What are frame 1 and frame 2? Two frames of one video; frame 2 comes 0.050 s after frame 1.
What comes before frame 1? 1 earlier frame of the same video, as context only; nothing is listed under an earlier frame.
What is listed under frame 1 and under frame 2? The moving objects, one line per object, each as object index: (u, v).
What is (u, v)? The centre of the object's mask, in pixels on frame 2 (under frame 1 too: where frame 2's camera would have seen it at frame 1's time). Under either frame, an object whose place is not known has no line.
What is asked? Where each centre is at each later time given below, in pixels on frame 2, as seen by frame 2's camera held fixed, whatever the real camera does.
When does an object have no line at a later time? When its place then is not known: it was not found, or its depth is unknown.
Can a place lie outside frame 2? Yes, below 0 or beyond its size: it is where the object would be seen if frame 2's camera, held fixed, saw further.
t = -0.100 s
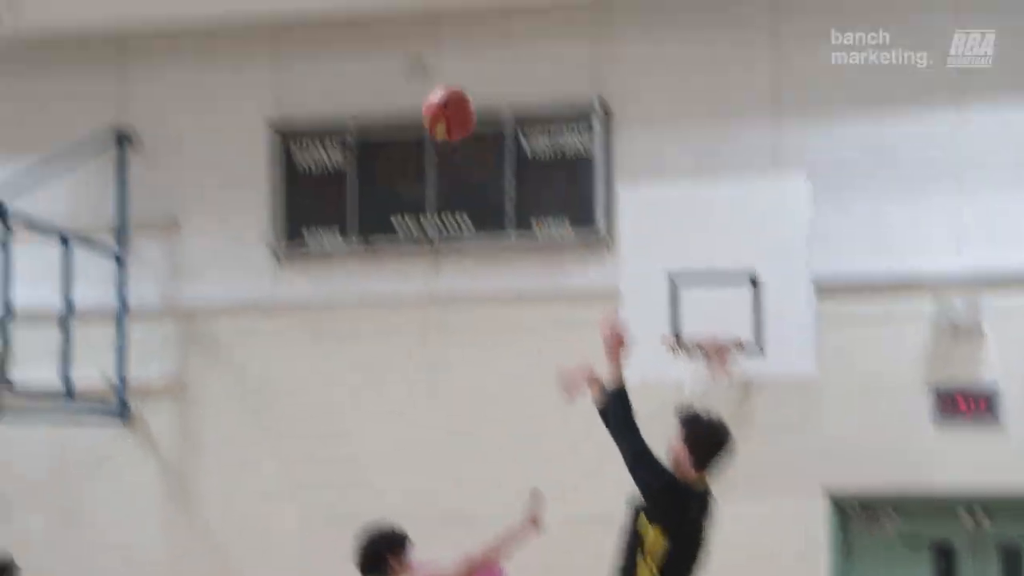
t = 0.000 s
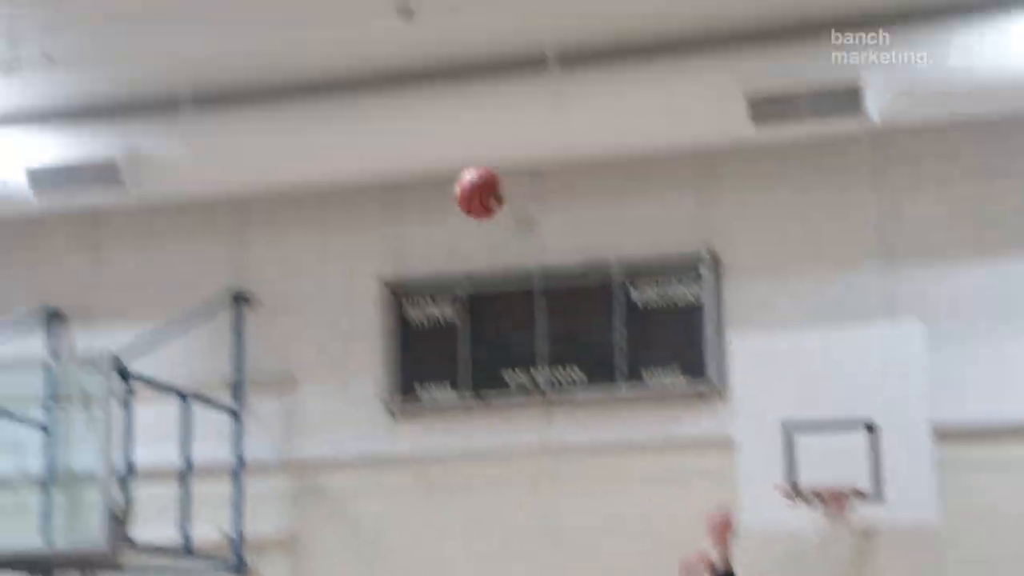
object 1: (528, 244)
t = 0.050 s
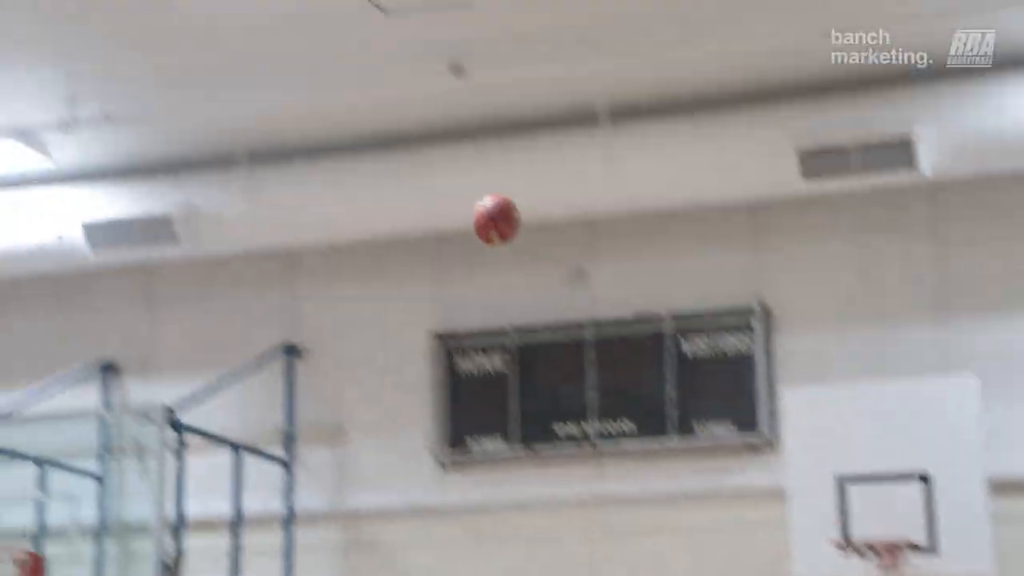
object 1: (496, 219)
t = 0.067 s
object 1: (484, 212)
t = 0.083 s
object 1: (474, 206)
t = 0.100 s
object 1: (463, 199)
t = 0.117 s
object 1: (453, 194)
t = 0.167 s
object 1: (423, 183)
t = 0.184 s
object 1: (413, 180)
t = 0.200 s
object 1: (401, 179)
